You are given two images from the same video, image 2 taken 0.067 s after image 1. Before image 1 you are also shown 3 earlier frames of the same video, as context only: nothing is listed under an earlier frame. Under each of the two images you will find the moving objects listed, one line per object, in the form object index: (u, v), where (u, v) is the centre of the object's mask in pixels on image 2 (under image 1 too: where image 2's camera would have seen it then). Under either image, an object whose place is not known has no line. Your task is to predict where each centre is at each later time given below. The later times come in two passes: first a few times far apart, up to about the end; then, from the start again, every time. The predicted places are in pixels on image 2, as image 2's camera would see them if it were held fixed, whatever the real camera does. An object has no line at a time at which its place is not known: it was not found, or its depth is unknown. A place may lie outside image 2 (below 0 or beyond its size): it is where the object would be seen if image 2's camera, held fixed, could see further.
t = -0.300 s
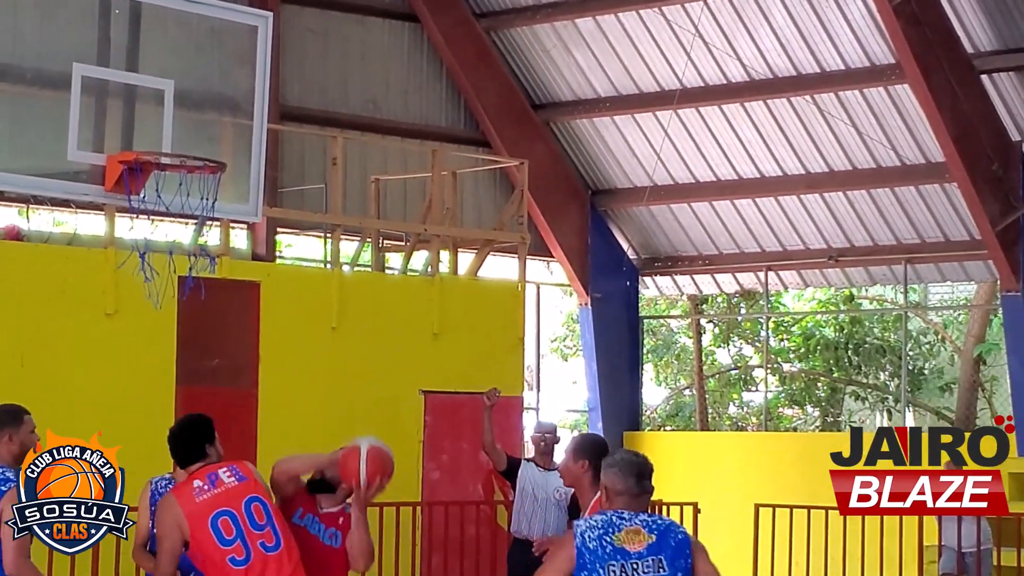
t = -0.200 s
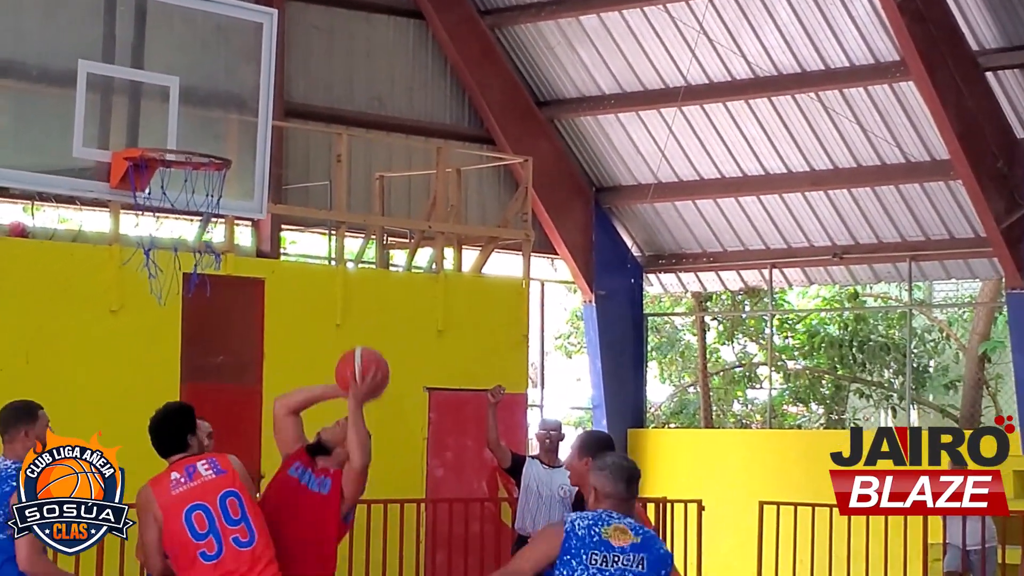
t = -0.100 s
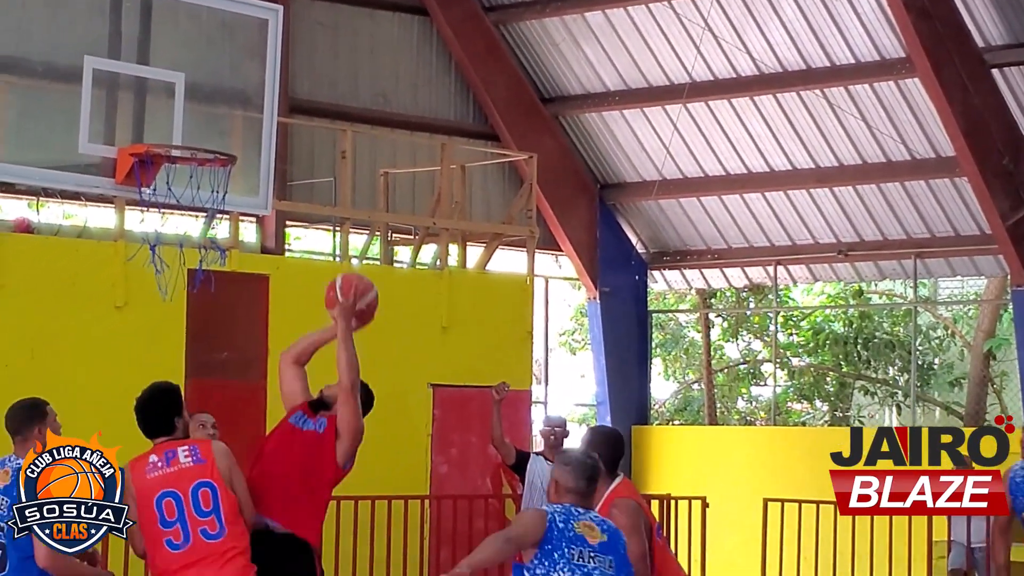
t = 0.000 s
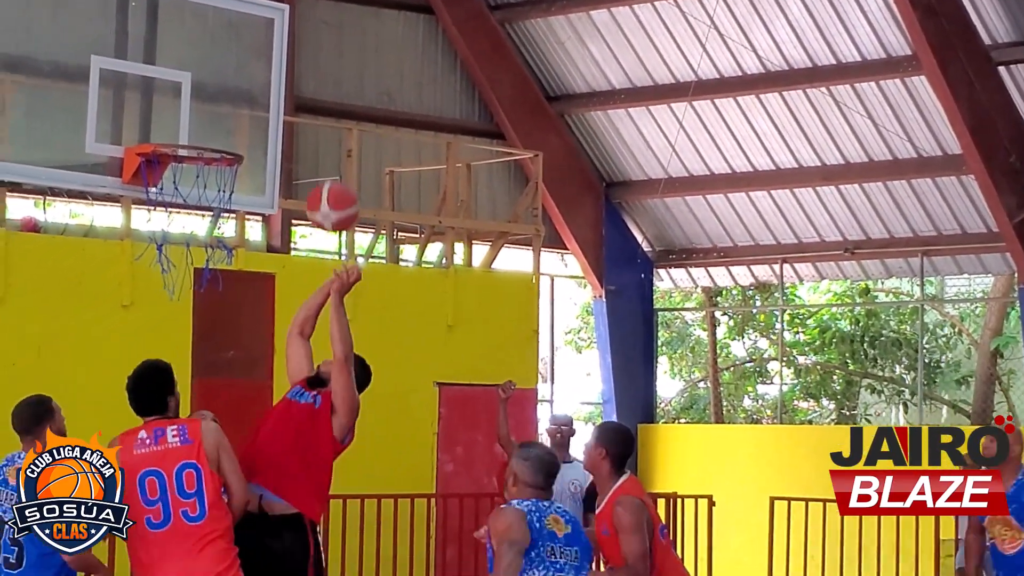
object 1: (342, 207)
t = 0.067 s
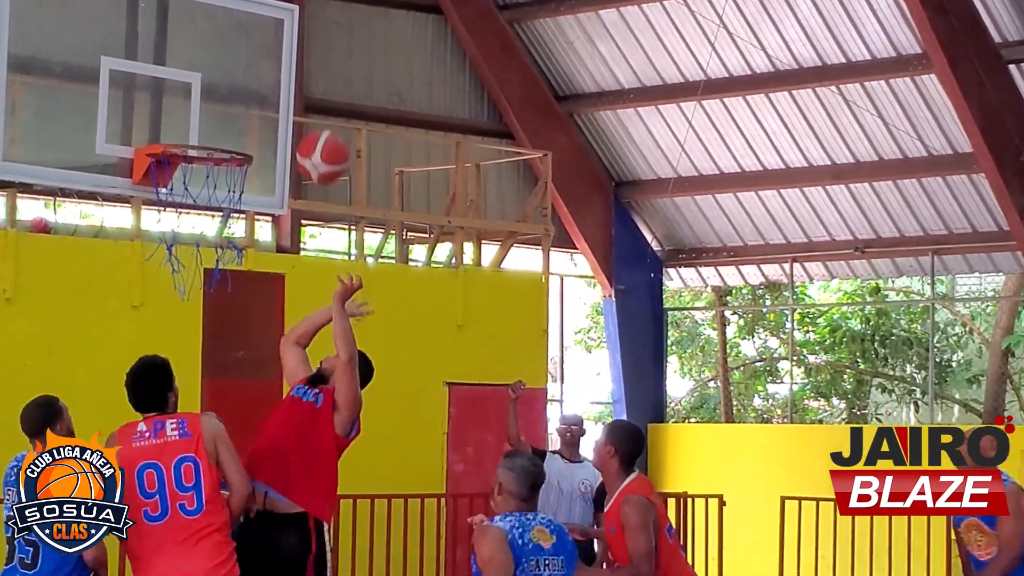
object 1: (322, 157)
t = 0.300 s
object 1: (257, 57)
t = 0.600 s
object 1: (175, 98)
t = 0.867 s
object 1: (204, 106)
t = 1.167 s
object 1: (228, 119)
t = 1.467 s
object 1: (207, 194)
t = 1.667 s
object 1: (184, 329)
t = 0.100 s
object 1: (313, 135)
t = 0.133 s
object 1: (305, 116)
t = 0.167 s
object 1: (295, 99)
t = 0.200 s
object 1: (286, 85)
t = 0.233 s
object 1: (276, 74)
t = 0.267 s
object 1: (267, 64)
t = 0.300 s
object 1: (257, 57)
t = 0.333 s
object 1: (248, 53)
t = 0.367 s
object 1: (239, 50)
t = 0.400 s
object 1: (230, 50)
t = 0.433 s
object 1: (221, 53)
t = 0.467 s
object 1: (212, 57)
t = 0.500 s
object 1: (202, 63)
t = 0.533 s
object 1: (193, 73)
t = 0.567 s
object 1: (184, 84)
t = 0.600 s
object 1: (175, 98)
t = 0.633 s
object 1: (166, 113)
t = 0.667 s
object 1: (162, 123)
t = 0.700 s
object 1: (169, 117)
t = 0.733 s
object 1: (176, 109)
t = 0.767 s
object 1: (183, 105)
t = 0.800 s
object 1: (190, 104)
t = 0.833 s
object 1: (197, 104)
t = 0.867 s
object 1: (204, 106)
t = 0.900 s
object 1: (211, 110)
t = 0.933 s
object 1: (218, 116)
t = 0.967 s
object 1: (225, 126)
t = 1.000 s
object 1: (230, 131)
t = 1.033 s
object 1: (230, 125)
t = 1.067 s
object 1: (230, 120)
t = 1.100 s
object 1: (229, 118)
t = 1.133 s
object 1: (229, 118)
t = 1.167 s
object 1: (228, 119)
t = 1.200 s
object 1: (228, 123)
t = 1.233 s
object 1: (227, 128)
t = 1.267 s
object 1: (228, 134)
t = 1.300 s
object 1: (227, 146)
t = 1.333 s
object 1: (222, 152)
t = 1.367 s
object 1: (218, 159)
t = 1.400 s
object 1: (214, 171)
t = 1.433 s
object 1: (210, 181)
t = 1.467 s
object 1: (207, 194)
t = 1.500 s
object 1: (204, 213)
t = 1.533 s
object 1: (199, 232)
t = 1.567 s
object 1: (193, 254)
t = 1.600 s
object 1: (190, 275)
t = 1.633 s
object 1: (188, 302)
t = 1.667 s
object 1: (184, 329)
